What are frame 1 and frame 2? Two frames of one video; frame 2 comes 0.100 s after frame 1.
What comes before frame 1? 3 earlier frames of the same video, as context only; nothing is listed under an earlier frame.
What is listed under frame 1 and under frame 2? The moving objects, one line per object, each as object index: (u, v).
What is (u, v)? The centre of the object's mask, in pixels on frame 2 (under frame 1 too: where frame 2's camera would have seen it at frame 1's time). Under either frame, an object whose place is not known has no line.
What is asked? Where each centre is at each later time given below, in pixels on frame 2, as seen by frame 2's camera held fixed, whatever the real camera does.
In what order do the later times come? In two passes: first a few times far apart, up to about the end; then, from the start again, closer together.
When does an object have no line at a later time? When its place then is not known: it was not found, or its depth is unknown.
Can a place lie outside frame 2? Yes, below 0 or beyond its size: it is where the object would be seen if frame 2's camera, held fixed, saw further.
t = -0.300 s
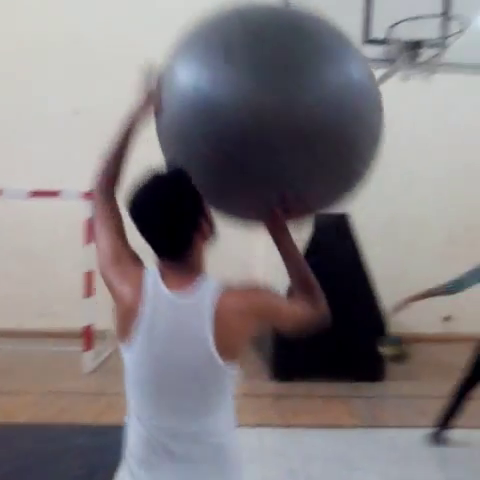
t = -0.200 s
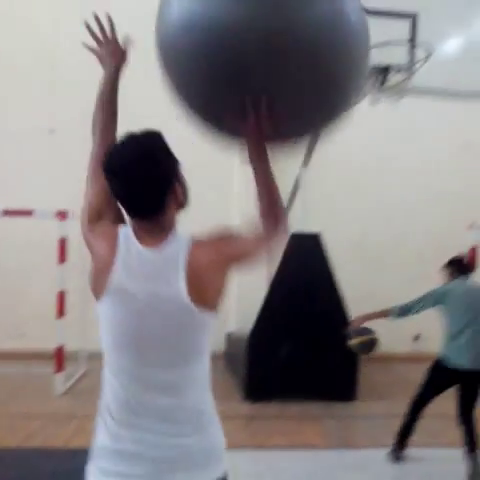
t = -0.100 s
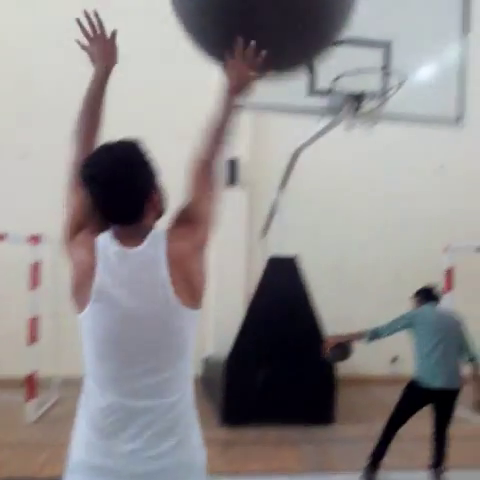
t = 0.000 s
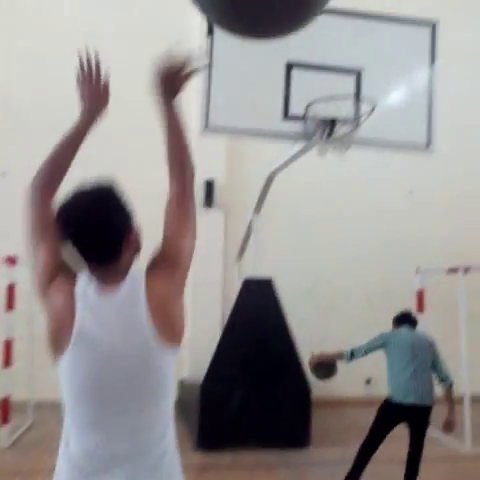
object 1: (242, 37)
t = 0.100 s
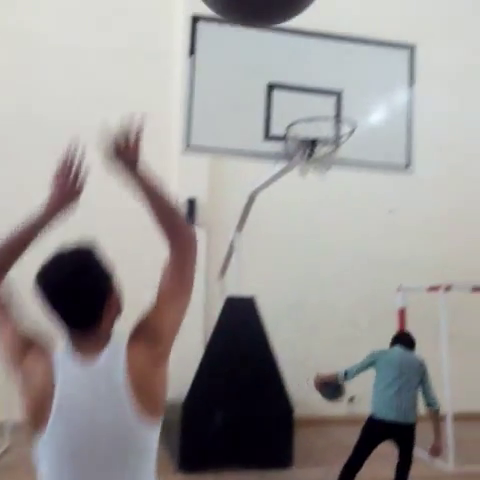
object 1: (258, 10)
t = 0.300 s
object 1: (283, -14)
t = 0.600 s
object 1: (312, 29)
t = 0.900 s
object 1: (330, 76)
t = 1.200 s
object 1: (363, 125)
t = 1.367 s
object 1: (388, 275)
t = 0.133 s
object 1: (263, 4)
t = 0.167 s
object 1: (266, -1)
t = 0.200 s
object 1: (271, -5)
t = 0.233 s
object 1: (276, -8)
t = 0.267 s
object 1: (280, -12)
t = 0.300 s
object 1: (283, -14)
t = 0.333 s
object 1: (286, -15)
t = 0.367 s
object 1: (290, -15)
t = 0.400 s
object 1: (294, -14)
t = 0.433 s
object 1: (298, -12)
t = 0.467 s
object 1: (301, -10)
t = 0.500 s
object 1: (304, -6)
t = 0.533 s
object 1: (307, 3)
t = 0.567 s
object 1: (309, 16)
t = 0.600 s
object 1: (312, 29)
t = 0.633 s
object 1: (315, 45)
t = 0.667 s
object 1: (318, 61)
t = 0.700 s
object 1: (320, 78)
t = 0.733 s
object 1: (321, 91)
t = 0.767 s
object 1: (322, 94)
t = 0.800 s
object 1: (324, 89)
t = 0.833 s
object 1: (326, 83)
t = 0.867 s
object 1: (328, 79)
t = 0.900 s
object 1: (330, 76)
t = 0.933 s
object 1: (332, 74)
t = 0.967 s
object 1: (335, 73)
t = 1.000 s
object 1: (338, 74)
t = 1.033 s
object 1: (341, 77)
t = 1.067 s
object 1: (345, 81)
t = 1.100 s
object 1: (349, 88)
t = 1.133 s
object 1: (353, 97)
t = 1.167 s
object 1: (358, 110)
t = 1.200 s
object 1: (363, 125)
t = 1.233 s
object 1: (367, 145)
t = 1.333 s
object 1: (384, 233)
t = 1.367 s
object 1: (388, 275)
